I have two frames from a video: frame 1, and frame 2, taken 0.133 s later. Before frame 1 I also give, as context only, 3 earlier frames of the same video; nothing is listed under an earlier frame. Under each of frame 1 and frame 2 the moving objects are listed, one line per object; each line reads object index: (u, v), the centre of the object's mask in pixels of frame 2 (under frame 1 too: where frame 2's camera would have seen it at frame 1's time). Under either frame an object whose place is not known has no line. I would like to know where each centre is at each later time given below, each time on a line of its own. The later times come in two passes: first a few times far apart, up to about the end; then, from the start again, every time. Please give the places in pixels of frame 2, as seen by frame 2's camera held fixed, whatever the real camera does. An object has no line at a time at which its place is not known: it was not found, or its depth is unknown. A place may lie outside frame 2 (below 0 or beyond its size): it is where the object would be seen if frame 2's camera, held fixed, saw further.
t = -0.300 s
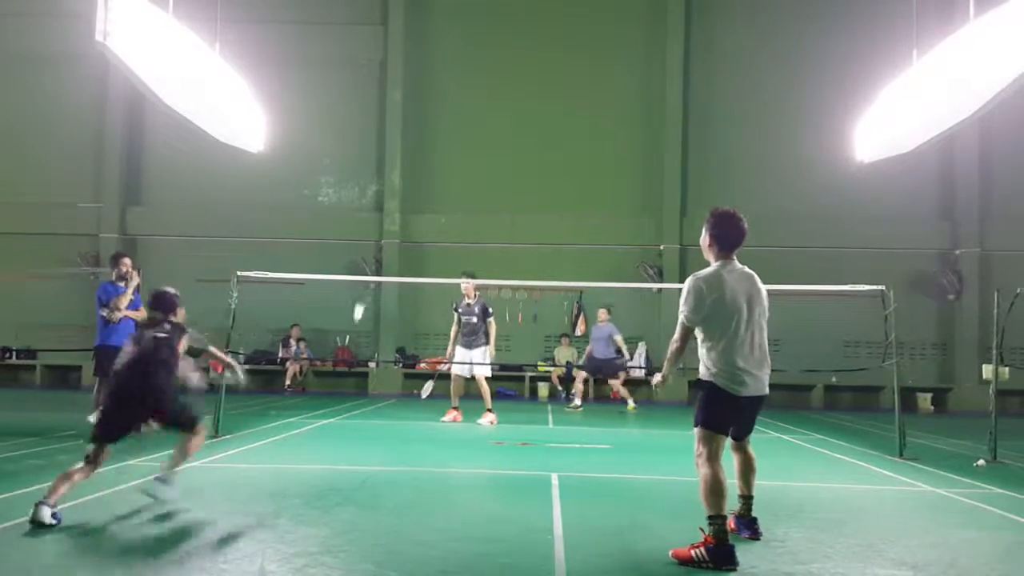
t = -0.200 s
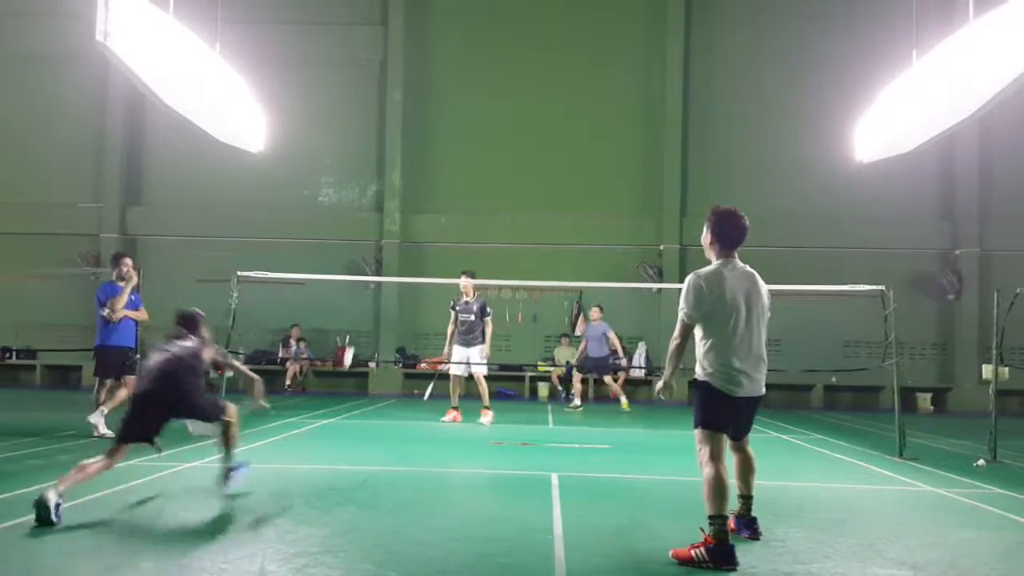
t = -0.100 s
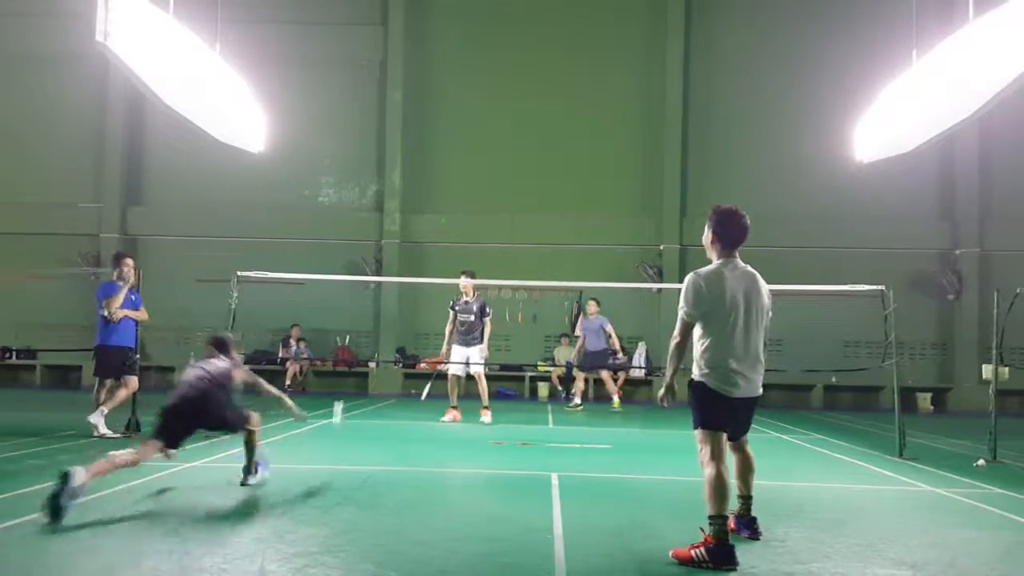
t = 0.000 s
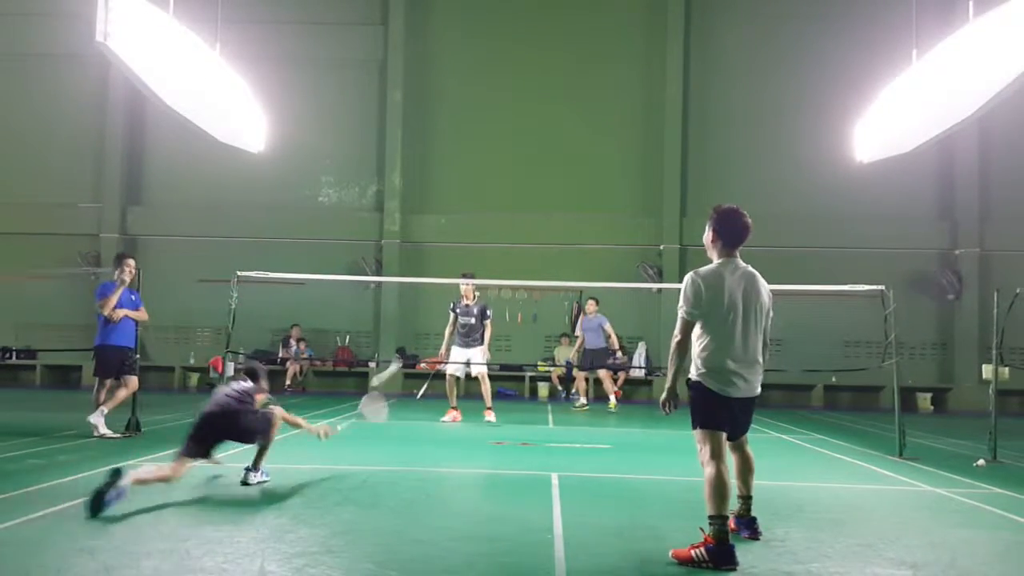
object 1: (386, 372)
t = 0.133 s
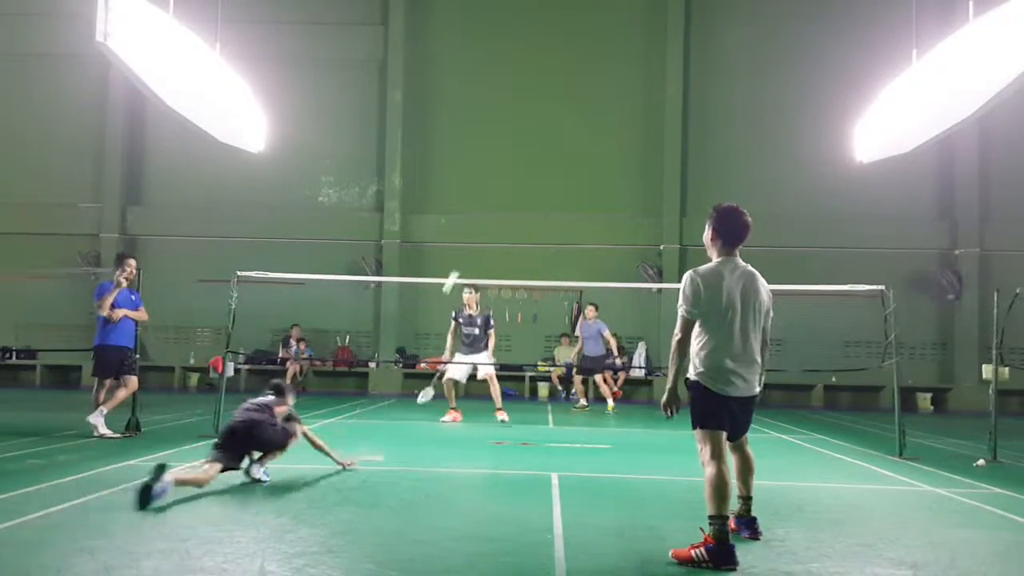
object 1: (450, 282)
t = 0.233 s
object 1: (487, 245)
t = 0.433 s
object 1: (547, 222)
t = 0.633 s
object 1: (590, 238)
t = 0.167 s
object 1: (463, 265)
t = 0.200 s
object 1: (476, 253)
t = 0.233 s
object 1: (487, 245)
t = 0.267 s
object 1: (499, 239)
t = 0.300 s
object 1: (510, 234)
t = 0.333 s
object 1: (520, 230)
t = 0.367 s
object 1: (530, 226)
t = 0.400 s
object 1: (538, 224)
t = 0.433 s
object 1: (547, 222)
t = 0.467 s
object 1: (554, 222)
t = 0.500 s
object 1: (562, 223)
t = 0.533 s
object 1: (570, 225)
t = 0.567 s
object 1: (576, 228)
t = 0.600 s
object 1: (583, 233)
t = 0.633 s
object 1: (590, 238)
